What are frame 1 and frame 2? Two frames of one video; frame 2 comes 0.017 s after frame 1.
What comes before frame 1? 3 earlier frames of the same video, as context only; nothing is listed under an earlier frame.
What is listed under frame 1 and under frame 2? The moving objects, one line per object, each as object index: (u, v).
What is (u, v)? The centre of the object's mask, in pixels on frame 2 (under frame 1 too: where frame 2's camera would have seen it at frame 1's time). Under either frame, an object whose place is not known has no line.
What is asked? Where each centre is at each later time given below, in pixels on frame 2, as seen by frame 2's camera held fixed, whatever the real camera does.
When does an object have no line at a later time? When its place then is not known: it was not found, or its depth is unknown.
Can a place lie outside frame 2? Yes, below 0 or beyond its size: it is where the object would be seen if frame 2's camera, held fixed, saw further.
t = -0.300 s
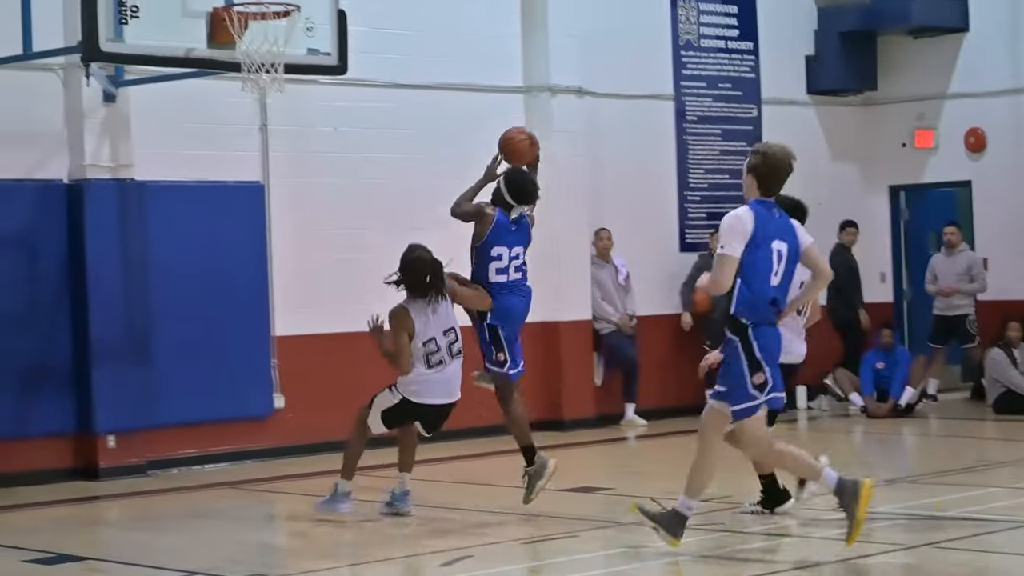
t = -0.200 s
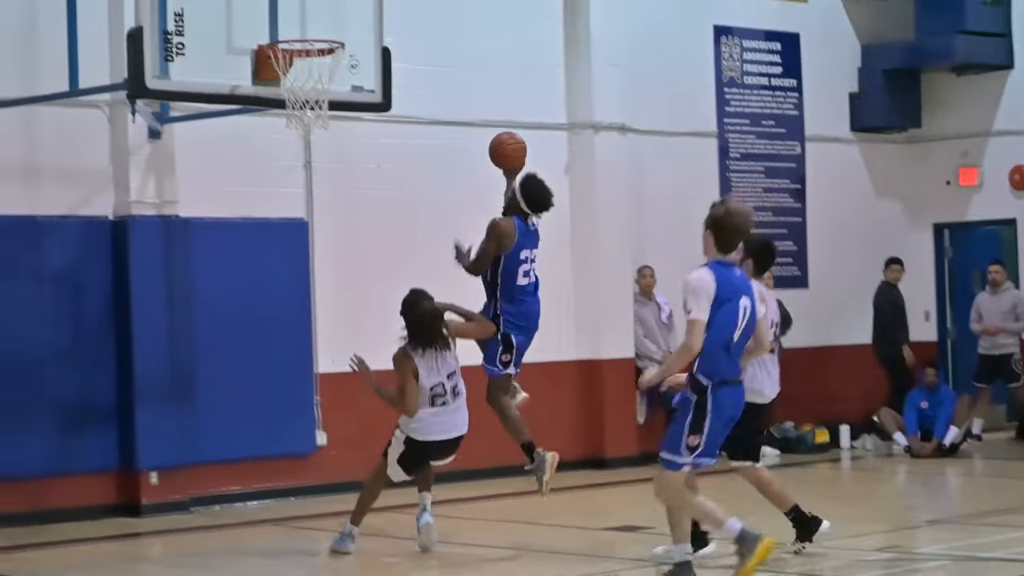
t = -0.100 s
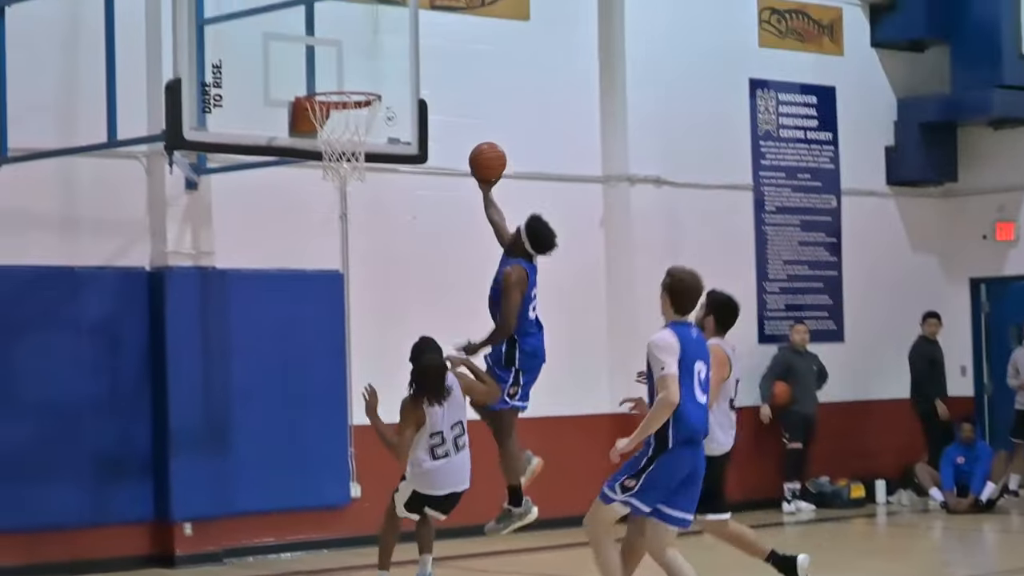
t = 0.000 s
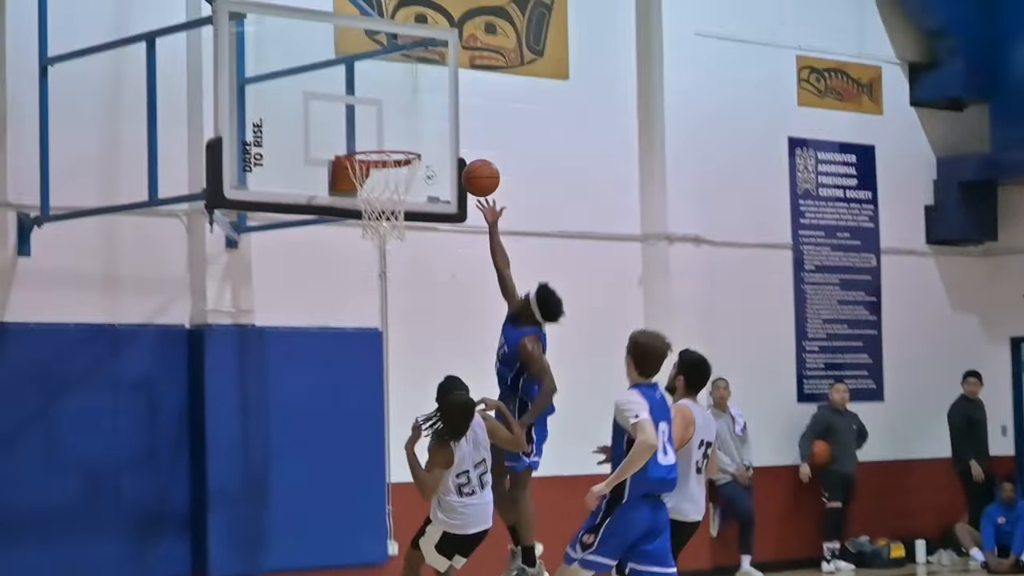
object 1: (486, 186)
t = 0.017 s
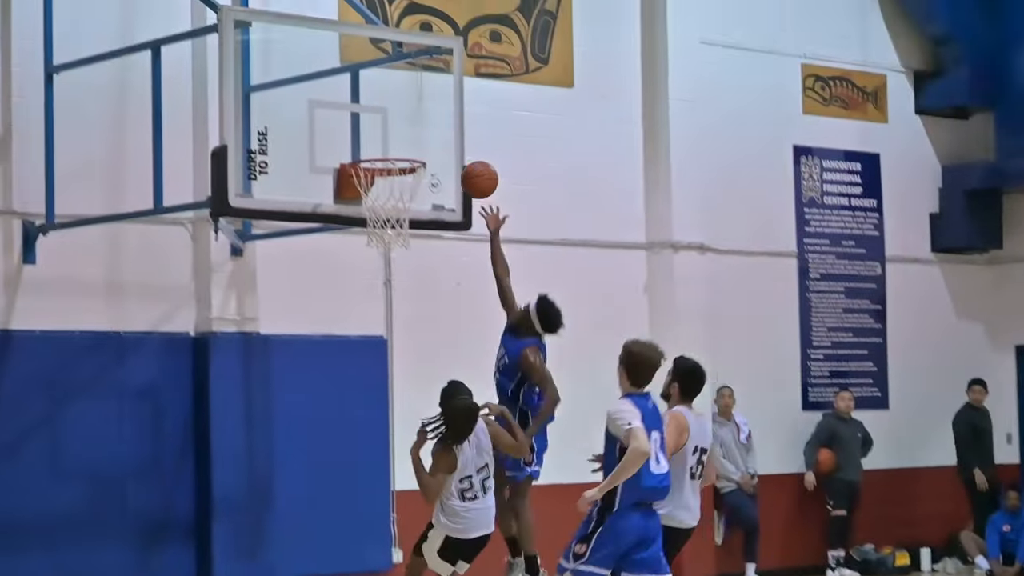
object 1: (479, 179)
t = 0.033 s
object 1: (473, 174)
